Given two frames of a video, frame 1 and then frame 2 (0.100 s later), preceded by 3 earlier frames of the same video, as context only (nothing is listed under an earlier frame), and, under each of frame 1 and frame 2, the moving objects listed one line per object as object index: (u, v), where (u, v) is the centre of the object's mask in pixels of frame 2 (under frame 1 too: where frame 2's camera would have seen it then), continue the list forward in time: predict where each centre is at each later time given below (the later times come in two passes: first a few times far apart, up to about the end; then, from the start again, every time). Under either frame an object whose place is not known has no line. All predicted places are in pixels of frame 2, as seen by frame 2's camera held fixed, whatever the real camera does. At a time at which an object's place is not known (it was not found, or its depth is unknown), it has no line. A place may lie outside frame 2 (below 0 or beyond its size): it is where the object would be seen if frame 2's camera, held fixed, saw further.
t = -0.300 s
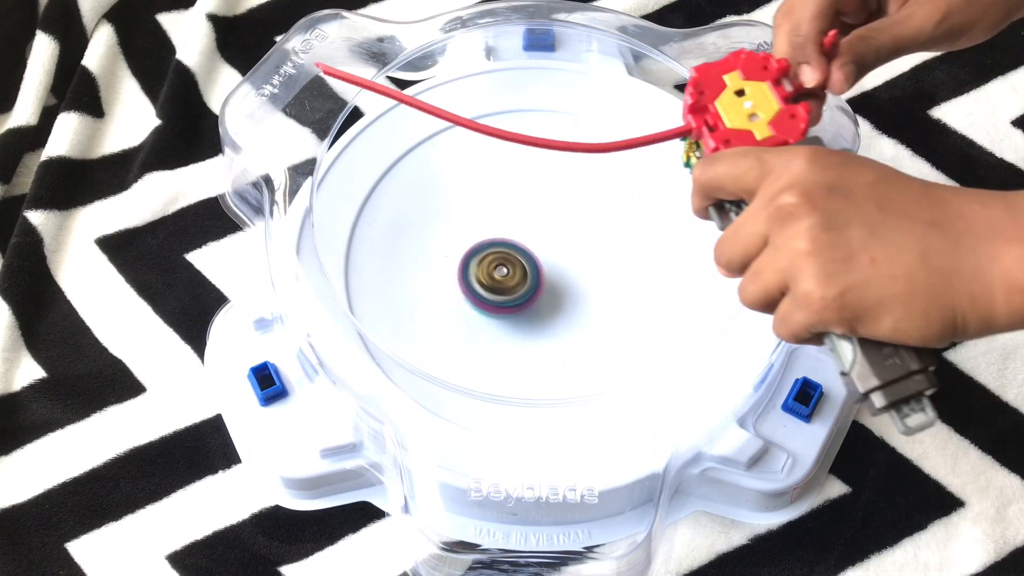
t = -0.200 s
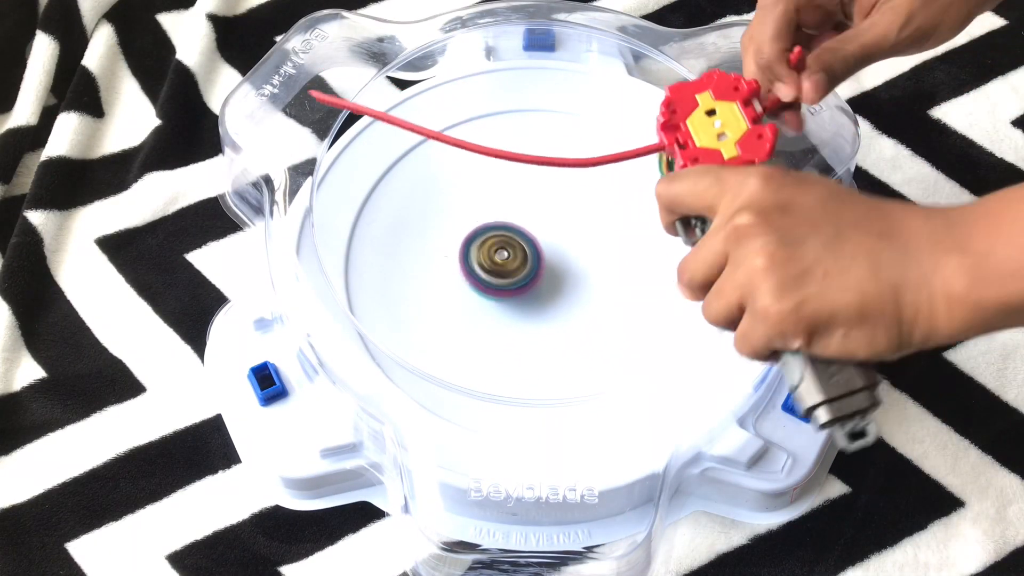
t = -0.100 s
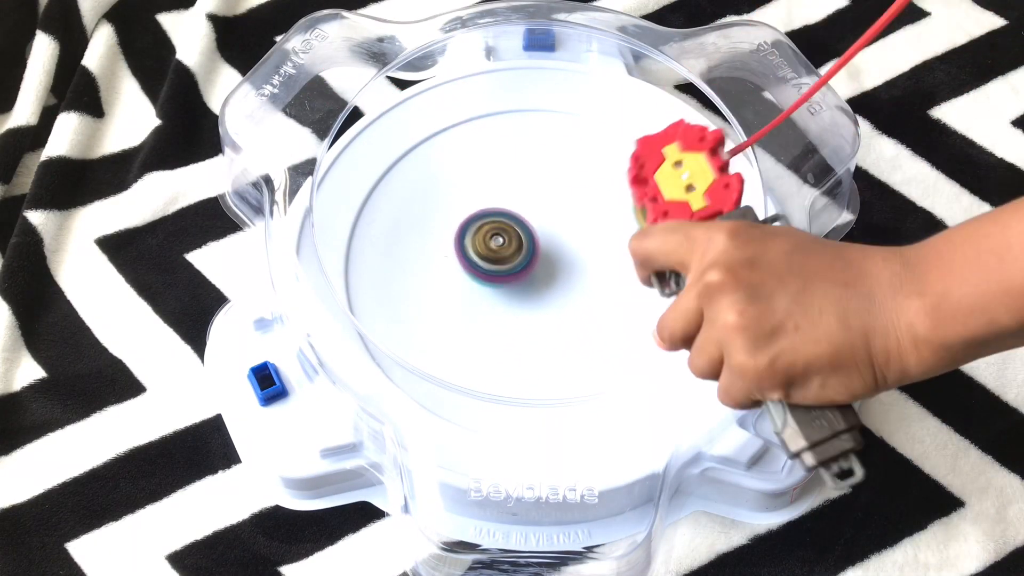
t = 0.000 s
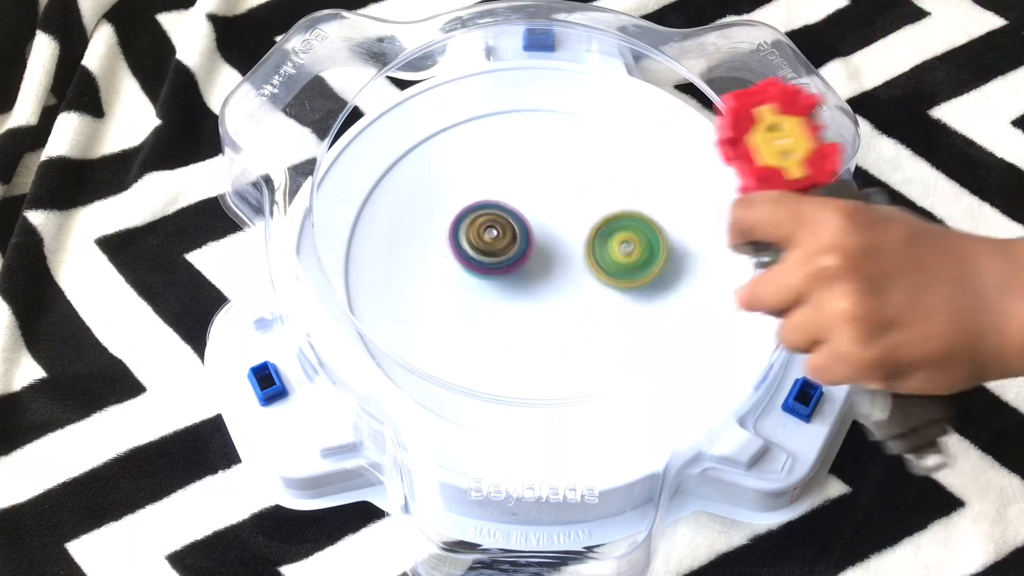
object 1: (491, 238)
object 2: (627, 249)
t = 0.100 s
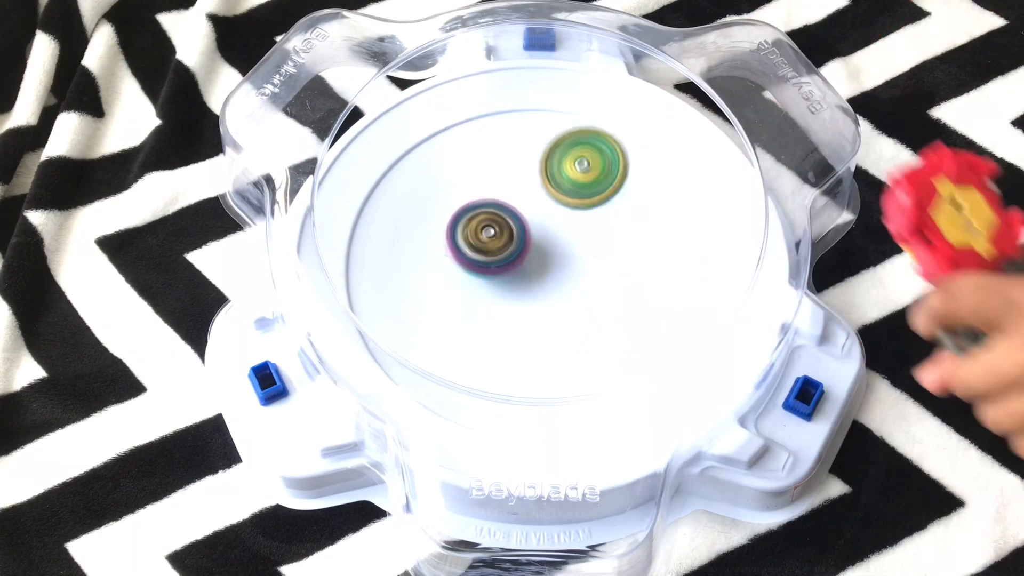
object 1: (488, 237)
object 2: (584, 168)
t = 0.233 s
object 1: (484, 245)
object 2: (532, 160)
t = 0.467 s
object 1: (476, 280)
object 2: (570, 184)
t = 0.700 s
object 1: (502, 339)
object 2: (634, 130)
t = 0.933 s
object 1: (589, 282)
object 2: (554, 193)
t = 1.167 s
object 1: (605, 330)
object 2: (494, 198)
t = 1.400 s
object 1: (638, 302)
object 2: (485, 256)
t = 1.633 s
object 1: (609, 275)
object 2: (508, 283)
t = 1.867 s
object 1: (691, 266)
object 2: (375, 278)
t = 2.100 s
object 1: (582, 251)
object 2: (450, 339)
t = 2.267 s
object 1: (693, 135)
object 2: (365, 323)
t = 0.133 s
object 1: (488, 237)
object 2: (567, 159)
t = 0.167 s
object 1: (488, 238)
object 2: (550, 159)
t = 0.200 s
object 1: (488, 239)
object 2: (533, 169)
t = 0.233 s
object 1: (484, 245)
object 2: (532, 160)
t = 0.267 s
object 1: (482, 250)
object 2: (535, 149)
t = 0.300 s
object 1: (481, 254)
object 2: (537, 147)
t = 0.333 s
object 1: (481, 257)
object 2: (539, 155)
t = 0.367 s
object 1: (484, 259)
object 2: (537, 163)
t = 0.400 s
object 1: (488, 259)
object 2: (536, 178)
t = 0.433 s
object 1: (489, 261)
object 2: (541, 193)
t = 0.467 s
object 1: (476, 280)
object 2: (570, 184)
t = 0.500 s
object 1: (466, 296)
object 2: (598, 180)
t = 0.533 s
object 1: (460, 309)
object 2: (619, 175)
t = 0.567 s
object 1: (460, 320)
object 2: (632, 168)
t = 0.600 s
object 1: (465, 329)
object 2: (640, 160)
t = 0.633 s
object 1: (474, 335)
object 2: (641, 150)
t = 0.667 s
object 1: (487, 338)
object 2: (639, 139)
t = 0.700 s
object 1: (502, 339)
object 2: (634, 130)
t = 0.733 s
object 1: (519, 336)
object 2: (625, 125)
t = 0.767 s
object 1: (536, 331)
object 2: (615, 126)
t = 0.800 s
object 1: (552, 324)
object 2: (604, 131)
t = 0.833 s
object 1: (567, 314)
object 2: (592, 141)
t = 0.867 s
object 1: (577, 304)
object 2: (577, 157)
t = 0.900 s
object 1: (584, 293)
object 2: (564, 174)
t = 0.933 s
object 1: (589, 282)
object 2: (554, 193)
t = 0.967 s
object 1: (592, 277)
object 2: (546, 205)
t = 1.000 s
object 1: (602, 296)
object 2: (530, 187)
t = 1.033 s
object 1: (607, 312)
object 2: (518, 176)
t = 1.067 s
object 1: (609, 323)
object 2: (508, 173)
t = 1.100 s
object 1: (609, 330)
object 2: (501, 176)
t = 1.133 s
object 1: (607, 332)
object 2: (496, 185)
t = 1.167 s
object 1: (605, 330)
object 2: (494, 198)
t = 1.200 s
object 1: (603, 325)
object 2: (494, 213)
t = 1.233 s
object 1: (601, 316)
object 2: (498, 228)
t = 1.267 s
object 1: (598, 305)
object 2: (506, 246)
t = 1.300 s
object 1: (598, 295)
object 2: (515, 263)
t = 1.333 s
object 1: (616, 299)
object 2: (500, 259)
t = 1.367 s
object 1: (629, 301)
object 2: (491, 256)
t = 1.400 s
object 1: (638, 302)
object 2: (485, 256)
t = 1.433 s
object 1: (643, 301)
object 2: (483, 257)
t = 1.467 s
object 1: (644, 299)
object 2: (485, 262)
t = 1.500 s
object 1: (641, 295)
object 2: (489, 266)
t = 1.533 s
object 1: (635, 291)
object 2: (491, 272)
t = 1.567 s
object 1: (627, 285)
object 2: (496, 276)
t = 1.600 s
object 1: (619, 280)
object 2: (501, 281)
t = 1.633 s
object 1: (609, 275)
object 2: (508, 283)
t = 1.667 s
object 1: (605, 270)
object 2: (511, 283)
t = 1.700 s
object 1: (638, 268)
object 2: (474, 274)
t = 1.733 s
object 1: (663, 266)
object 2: (443, 267)
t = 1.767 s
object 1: (683, 266)
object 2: (418, 263)
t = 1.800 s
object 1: (692, 265)
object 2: (399, 264)
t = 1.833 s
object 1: (696, 266)
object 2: (386, 269)
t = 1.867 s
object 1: (691, 266)
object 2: (375, 278)
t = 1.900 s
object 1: (680, 266)
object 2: (368, 290)
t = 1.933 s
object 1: (664, 264)
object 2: (369, 304)
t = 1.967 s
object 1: (646, 261)
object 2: (380, 319)
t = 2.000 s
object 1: (629, 258)
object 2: (390, 330)
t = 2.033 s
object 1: (611, 255)
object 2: (405, 338)
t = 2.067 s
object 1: (596, 253)
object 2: (430, 338)
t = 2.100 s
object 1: (582, 251)
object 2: (450, 339)
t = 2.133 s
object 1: (569, 249)
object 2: (470, 331)
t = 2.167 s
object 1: (558, 246)
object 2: (488, 318)
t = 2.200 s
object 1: (558, 240)
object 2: (491, 309)
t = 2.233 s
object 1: (631, 189)
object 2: (416, 322)
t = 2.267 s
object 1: (693, 135)
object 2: (365, 323)
